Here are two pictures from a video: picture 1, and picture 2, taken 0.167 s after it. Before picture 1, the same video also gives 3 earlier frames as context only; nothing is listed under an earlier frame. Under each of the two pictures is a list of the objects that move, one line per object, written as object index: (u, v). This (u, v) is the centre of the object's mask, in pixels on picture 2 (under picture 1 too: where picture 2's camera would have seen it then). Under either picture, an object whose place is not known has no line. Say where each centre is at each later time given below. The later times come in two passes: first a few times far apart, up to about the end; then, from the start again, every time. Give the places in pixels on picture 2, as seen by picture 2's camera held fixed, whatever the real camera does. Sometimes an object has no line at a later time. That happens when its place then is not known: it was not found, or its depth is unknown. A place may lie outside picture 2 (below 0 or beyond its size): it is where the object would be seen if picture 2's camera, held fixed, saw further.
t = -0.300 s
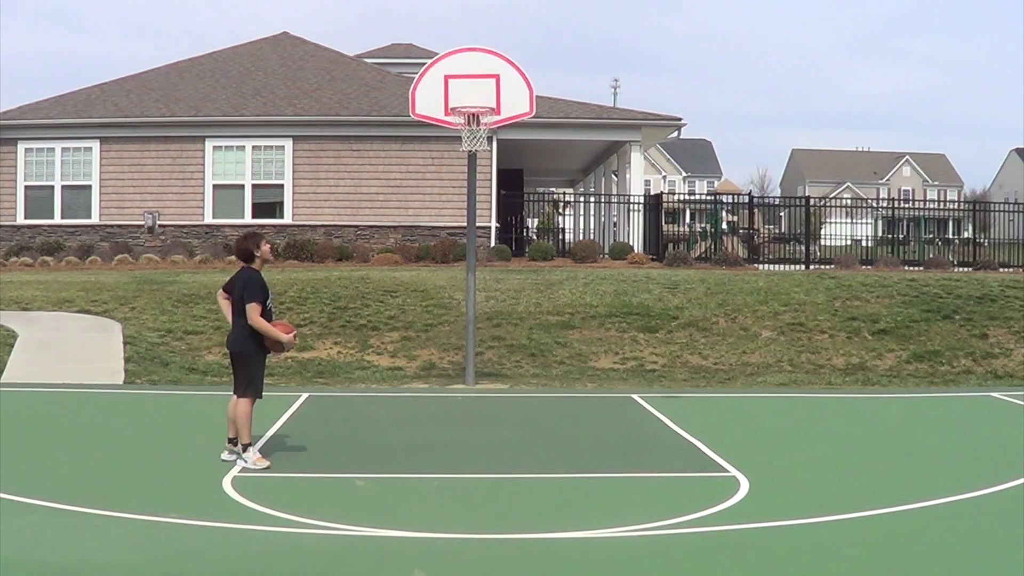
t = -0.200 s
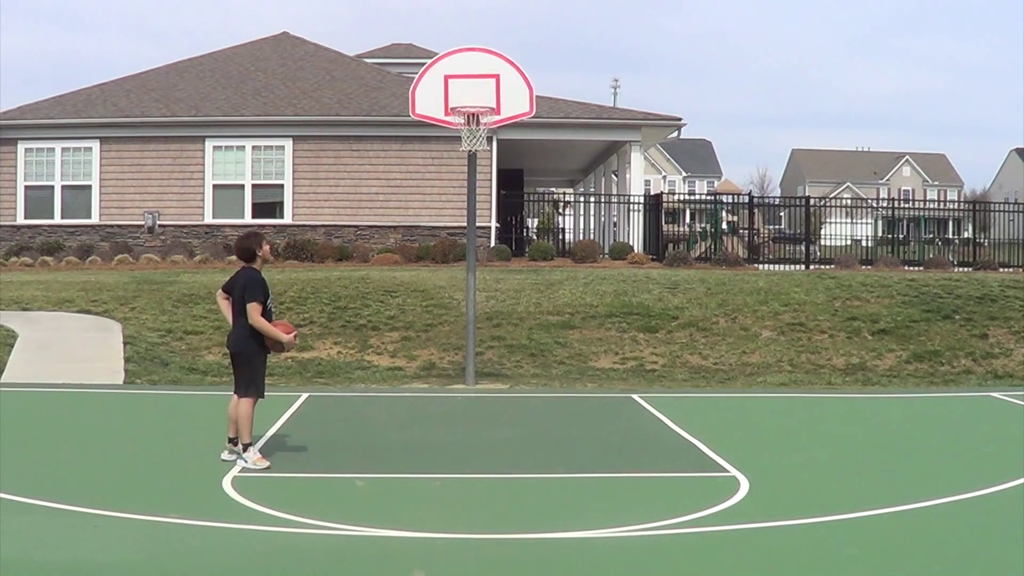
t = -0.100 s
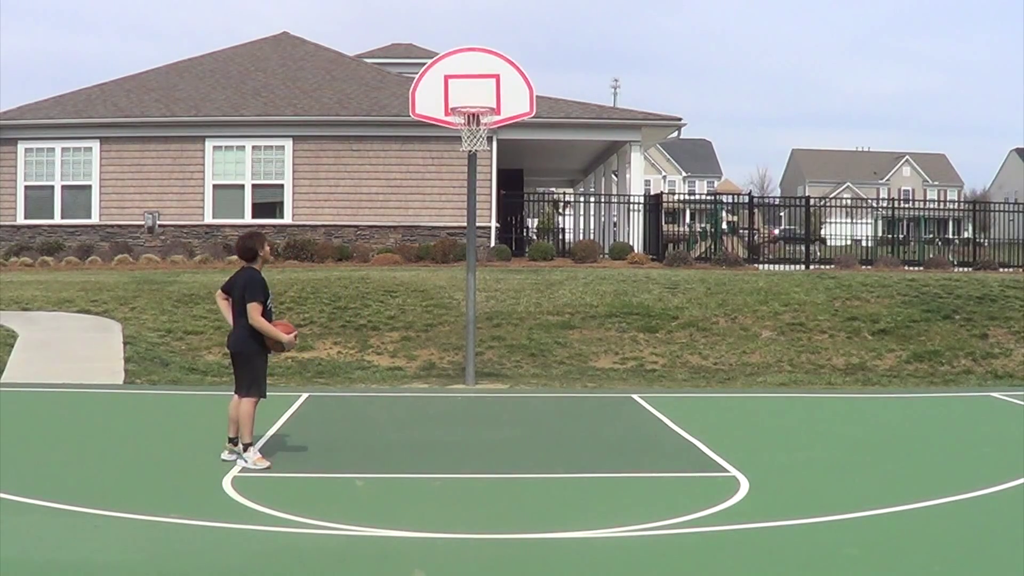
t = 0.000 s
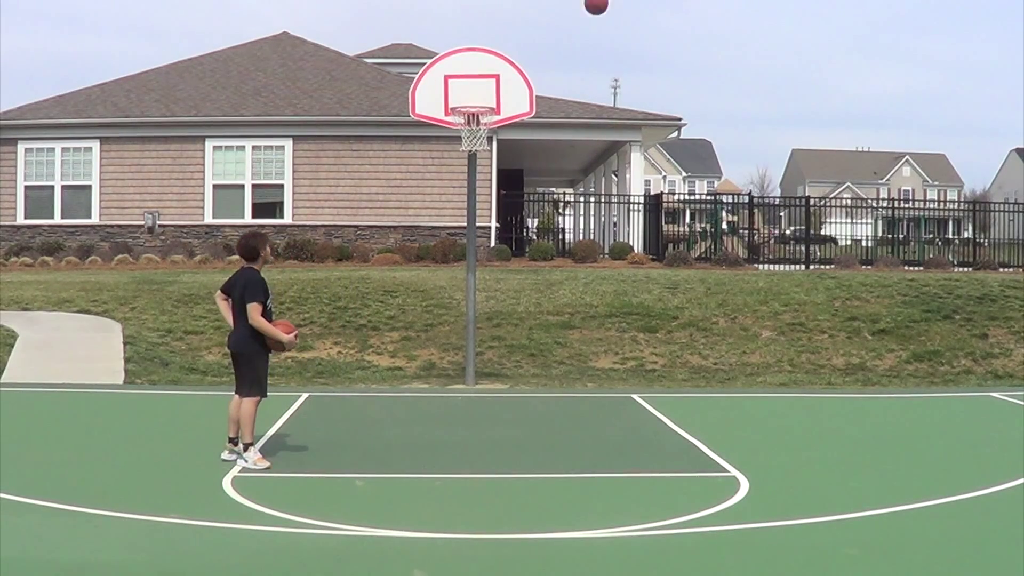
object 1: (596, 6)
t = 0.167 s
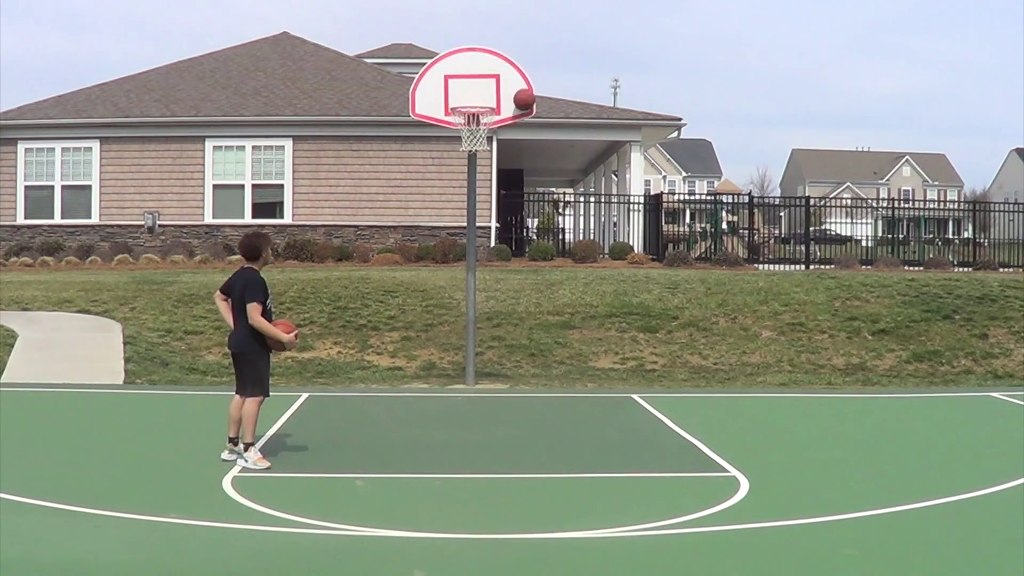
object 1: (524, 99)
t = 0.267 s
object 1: (504, 135)
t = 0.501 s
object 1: (453, 267)
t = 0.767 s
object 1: (396, 353)
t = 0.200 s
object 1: (517, 111)
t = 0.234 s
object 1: (510, 122)
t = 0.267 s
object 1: (504, 135)
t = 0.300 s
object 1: (497, 149)
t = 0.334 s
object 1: (490, 165)
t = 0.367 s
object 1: (483, 182)
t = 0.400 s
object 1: (476, 201)
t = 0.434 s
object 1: (468, 222)
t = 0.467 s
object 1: (461, 243)
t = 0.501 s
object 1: (453, 267)
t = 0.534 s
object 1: (445, 293)
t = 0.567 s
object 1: (437, 320)
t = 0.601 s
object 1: (428, 349)
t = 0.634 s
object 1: (420, 380)
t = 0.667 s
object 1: (411, 414)
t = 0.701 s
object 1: (406, 401)
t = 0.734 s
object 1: (401, 377)
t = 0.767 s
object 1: (396, 353)
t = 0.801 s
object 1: (392, 331)
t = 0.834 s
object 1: (387, 308)
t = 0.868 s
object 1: (382, 288)
